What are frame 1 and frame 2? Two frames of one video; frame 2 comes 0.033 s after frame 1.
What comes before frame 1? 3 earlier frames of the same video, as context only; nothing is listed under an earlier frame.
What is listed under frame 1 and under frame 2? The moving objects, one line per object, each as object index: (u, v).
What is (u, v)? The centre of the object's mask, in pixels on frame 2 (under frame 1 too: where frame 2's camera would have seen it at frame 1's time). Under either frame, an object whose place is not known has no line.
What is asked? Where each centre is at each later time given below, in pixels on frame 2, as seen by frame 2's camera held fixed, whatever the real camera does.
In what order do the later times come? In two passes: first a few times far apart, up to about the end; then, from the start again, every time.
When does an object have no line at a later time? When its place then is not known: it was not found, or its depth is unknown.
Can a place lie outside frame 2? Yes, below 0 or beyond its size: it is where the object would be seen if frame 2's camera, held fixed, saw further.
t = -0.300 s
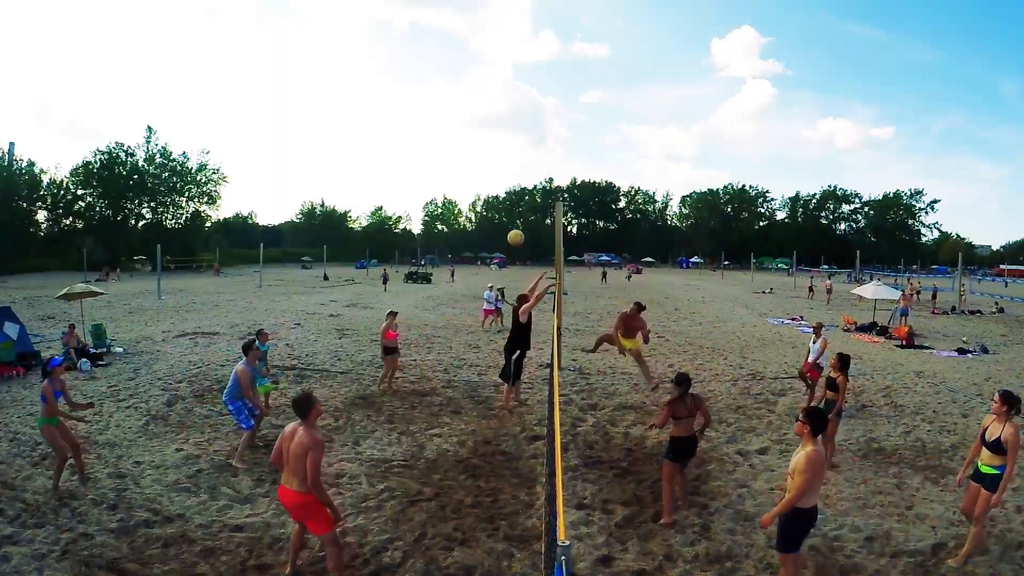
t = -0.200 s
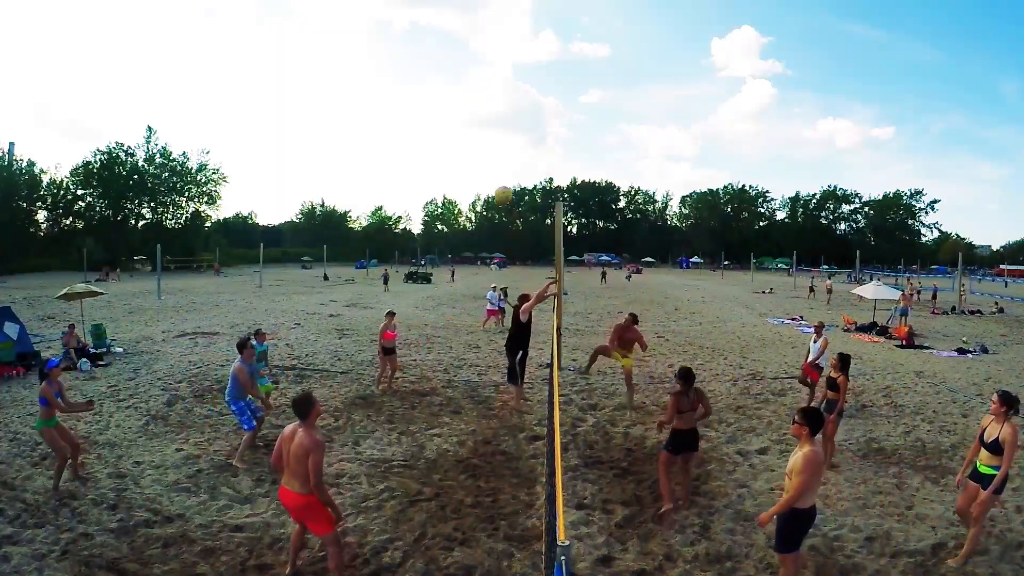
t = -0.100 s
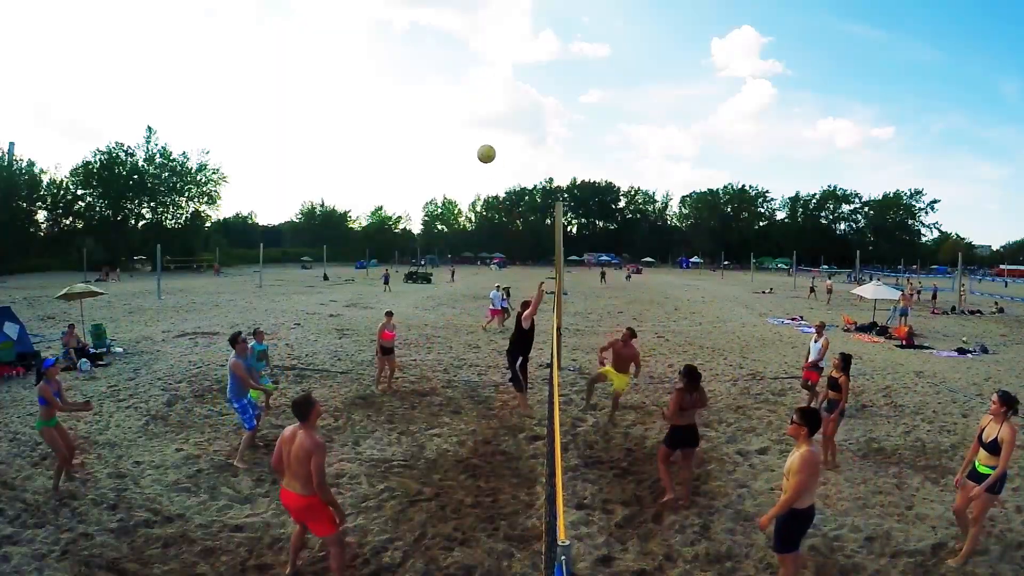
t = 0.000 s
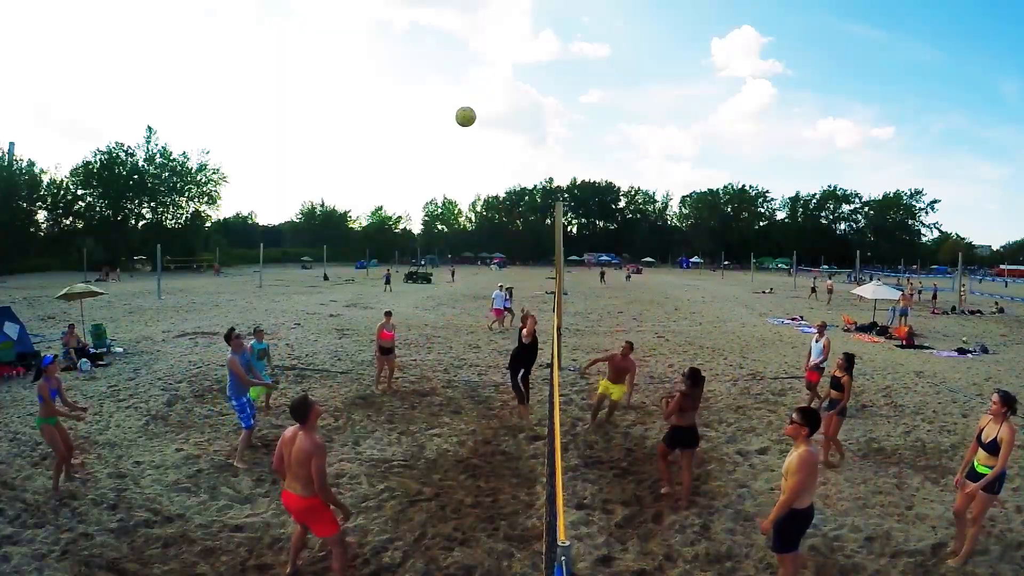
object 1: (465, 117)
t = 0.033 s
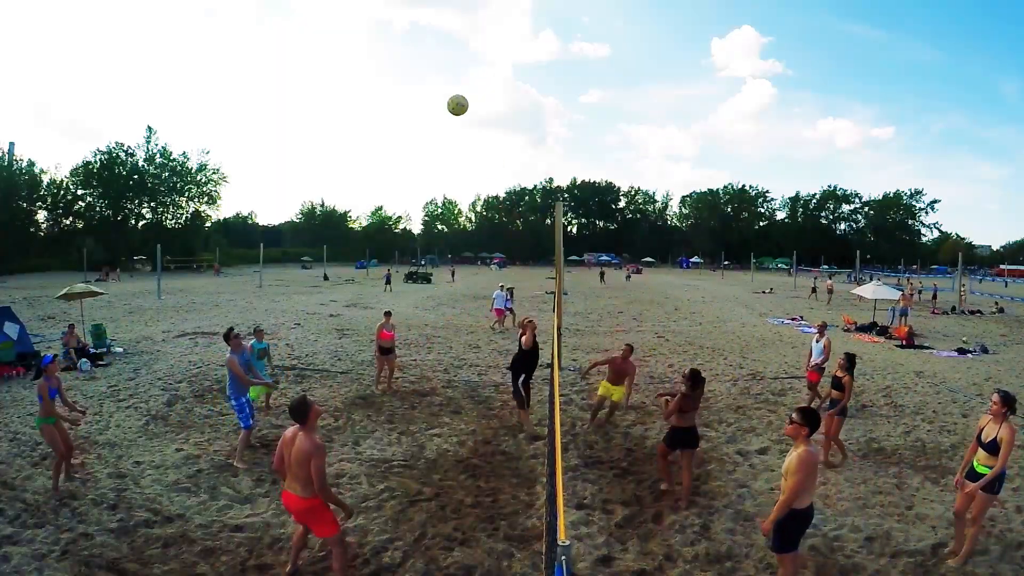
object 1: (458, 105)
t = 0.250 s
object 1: (387, 45)
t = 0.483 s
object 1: (254, 34)
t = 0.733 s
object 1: (10, 189)
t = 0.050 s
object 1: (453, 99)
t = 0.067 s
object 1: (449, 94)
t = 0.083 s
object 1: (444, 88)
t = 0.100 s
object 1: (439, 84)
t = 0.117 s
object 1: (434, 79)
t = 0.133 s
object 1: (429, 73)
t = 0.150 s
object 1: (424, 69)
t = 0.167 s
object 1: (418, 64)
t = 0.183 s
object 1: (412, 60)
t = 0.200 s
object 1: (406, 56)
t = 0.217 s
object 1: (400, 52)
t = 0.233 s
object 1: (394, 49)
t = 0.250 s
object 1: (387, 45)
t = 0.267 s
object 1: (379, 42)
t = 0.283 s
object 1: (372, 39)
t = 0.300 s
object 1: (365, 37)
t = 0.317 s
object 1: (357, 34)
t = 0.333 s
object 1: (348, 32)
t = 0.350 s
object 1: (339, 31)
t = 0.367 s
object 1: (330, 30)
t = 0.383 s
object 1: (321, 29)
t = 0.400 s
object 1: (311, 28)
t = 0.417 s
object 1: (301, 28)
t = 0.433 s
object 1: (289, 28)
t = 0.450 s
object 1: (278, 30)
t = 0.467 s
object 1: (266, 31)
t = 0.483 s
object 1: (254, 34)
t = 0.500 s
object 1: (241, 36)
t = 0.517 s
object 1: (227, 40)
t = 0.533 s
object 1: (213, 44)
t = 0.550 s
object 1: (198, 50)
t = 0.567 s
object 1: (183, 56)
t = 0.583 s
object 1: (167, 63)
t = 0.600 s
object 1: (150, 71)
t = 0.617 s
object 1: (132, 81)
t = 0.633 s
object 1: (114, 92)
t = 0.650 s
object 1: (96, 105)
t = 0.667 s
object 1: (77, 118)
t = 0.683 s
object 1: (57, 133)
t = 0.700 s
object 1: (37, 150)
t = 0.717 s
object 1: (19, 170)
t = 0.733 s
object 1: (10, 189)
